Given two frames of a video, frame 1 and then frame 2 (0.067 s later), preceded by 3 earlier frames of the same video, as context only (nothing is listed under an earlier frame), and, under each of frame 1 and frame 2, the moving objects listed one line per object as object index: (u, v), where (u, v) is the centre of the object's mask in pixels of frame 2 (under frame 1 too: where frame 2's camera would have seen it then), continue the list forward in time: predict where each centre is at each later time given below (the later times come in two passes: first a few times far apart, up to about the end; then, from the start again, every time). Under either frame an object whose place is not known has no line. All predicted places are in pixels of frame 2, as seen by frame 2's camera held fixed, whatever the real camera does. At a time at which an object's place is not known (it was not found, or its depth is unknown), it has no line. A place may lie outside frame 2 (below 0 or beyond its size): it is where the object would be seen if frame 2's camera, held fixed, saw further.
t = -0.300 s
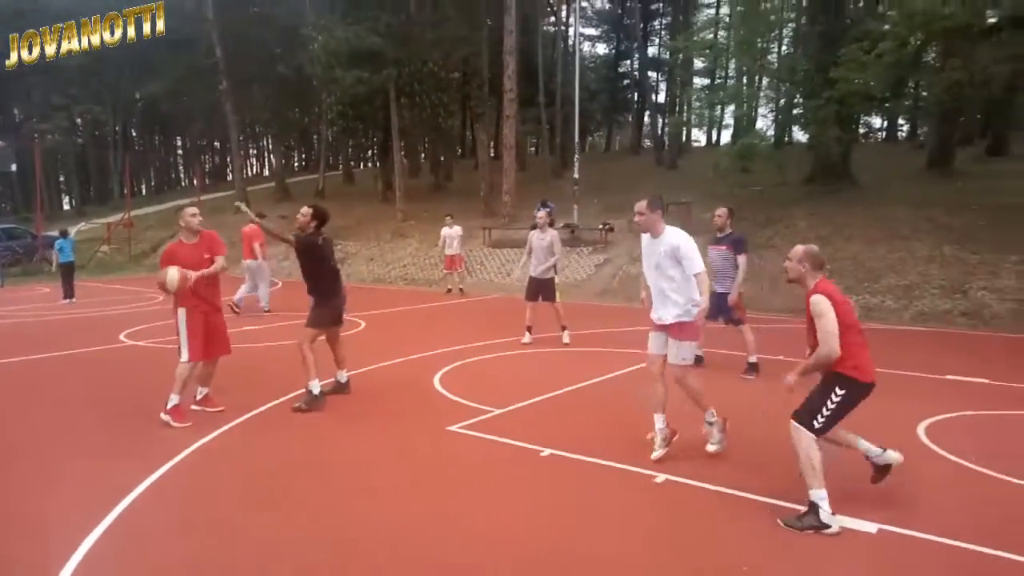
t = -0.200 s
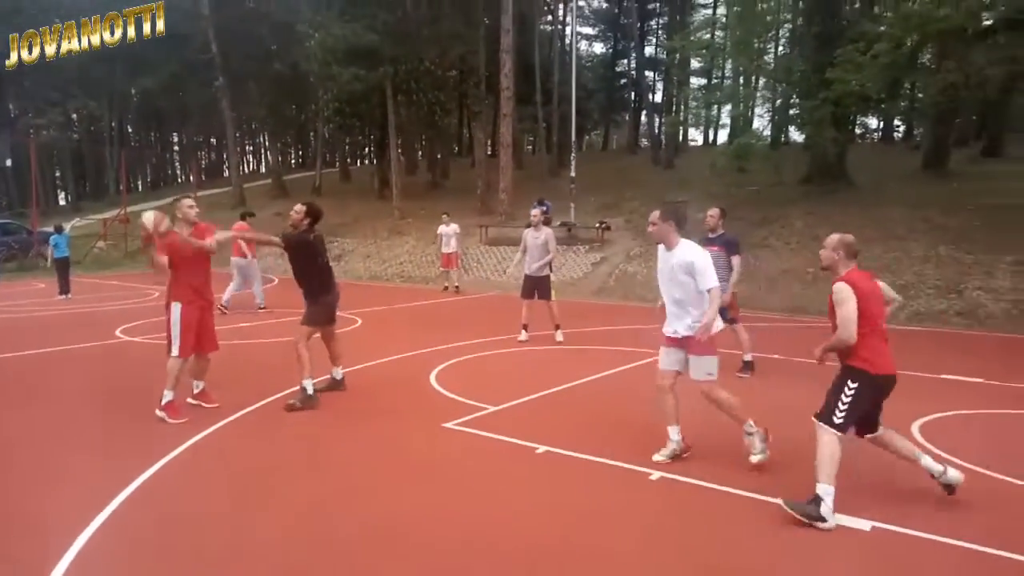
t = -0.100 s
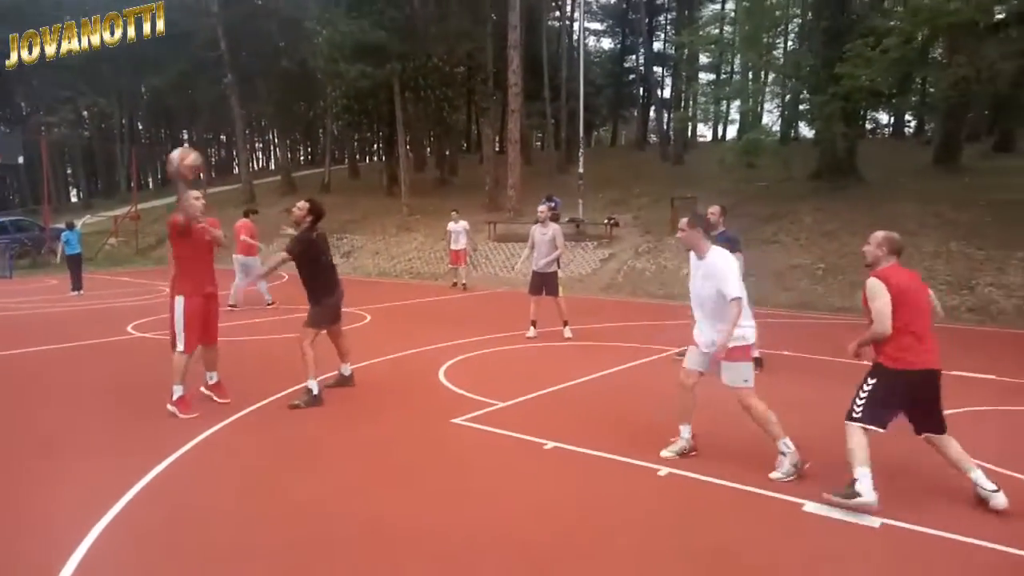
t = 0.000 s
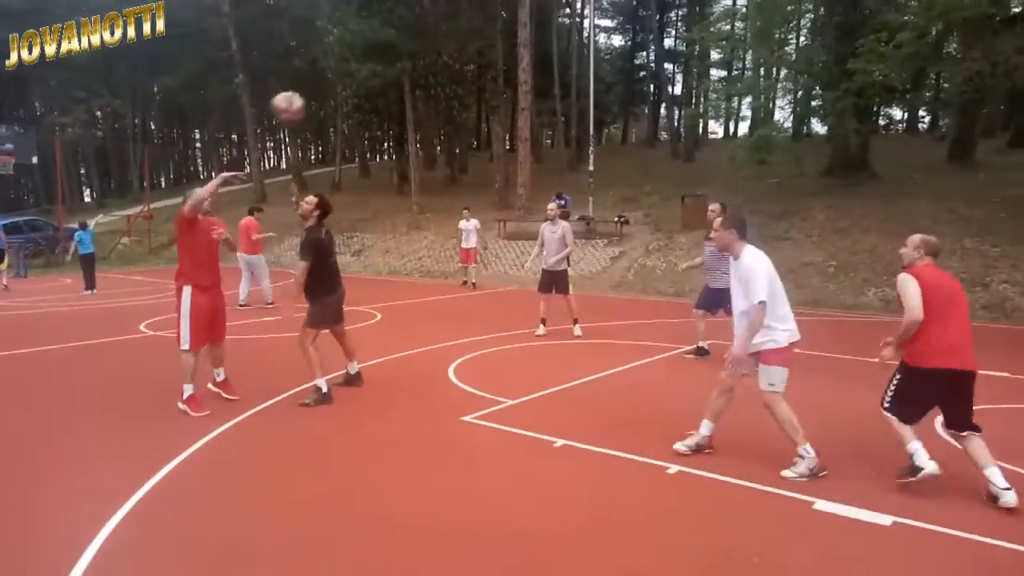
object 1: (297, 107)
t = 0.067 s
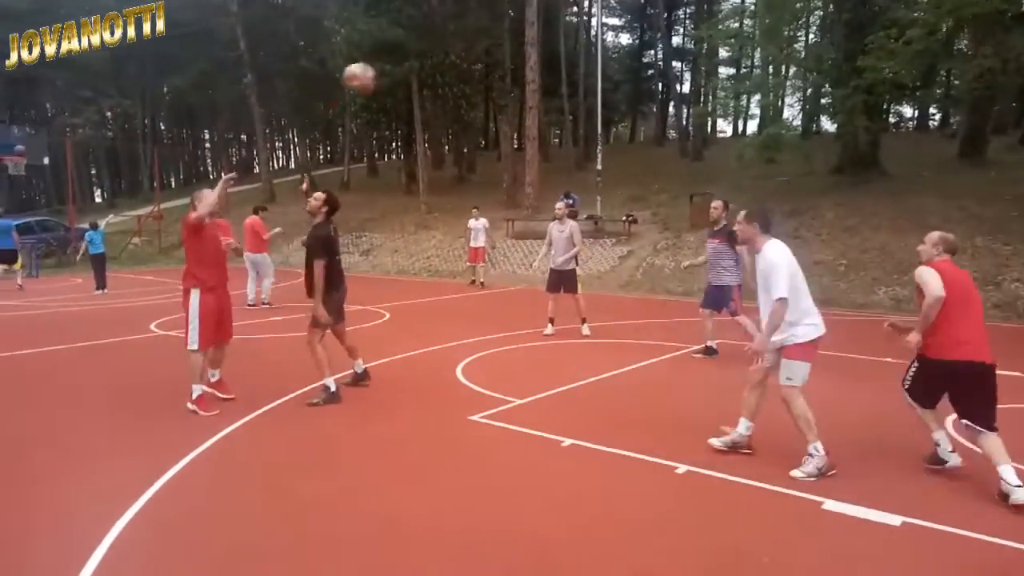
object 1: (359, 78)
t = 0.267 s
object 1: (538, 25)
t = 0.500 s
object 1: (728, 25)
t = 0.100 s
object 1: (390, 65)
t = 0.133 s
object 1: (421, 56)
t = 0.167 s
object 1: (451, 46)
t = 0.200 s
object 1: (480, 36)
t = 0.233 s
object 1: (510, 31)
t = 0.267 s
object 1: (538, 25)
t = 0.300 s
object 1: (566, 20)
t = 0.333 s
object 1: (593, 18)
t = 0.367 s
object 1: (622, 17)
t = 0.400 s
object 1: (648, 16)
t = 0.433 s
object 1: (675, 18)
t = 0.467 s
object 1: (703, 20)
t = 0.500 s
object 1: (728, 25)
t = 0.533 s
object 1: (754, 29)
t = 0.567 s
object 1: (777, 37)
